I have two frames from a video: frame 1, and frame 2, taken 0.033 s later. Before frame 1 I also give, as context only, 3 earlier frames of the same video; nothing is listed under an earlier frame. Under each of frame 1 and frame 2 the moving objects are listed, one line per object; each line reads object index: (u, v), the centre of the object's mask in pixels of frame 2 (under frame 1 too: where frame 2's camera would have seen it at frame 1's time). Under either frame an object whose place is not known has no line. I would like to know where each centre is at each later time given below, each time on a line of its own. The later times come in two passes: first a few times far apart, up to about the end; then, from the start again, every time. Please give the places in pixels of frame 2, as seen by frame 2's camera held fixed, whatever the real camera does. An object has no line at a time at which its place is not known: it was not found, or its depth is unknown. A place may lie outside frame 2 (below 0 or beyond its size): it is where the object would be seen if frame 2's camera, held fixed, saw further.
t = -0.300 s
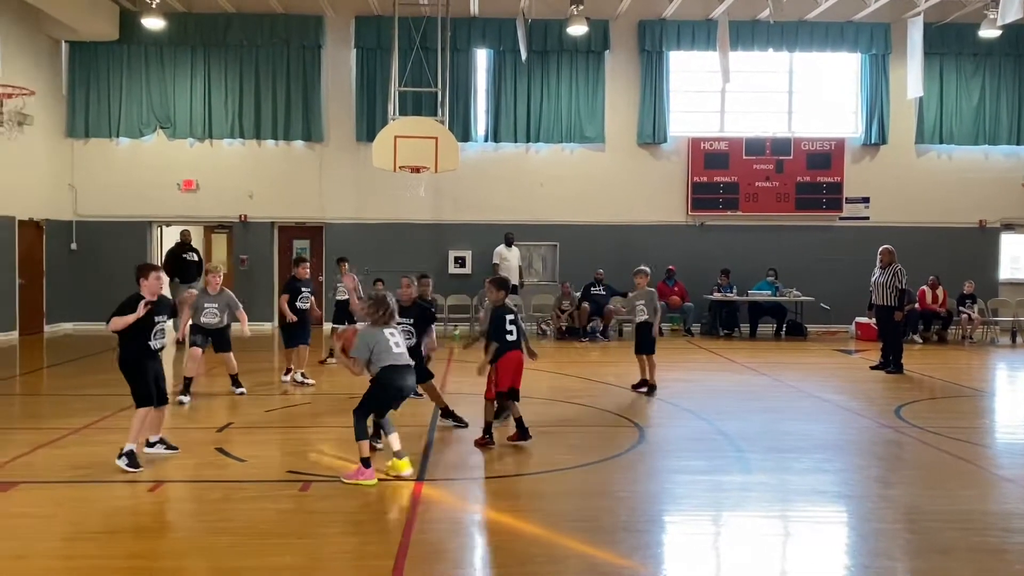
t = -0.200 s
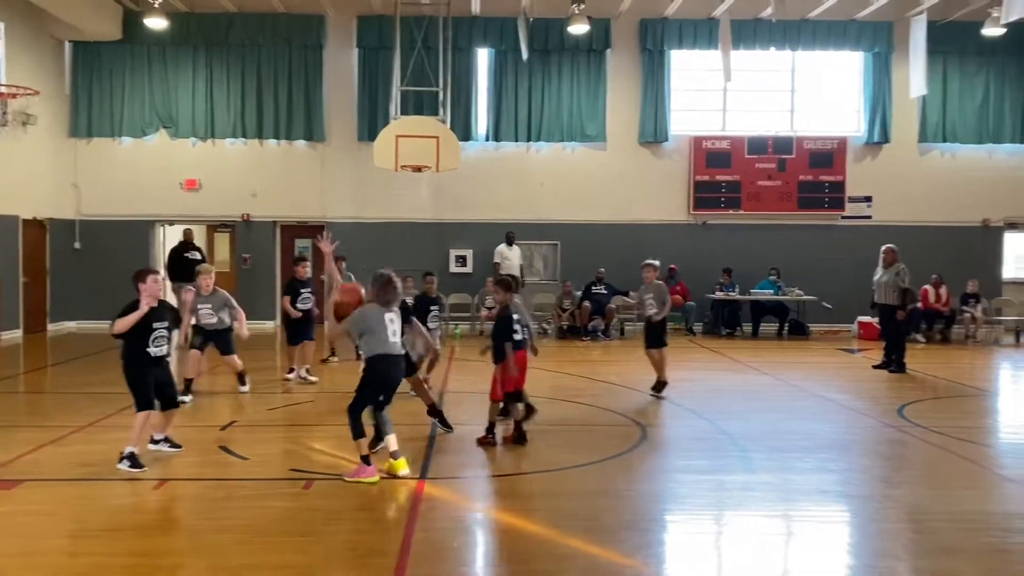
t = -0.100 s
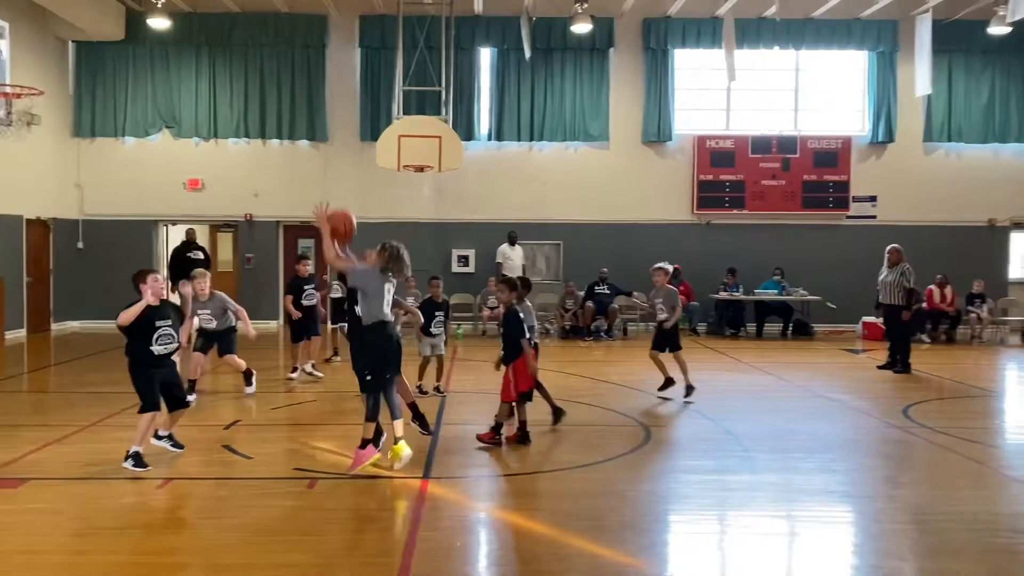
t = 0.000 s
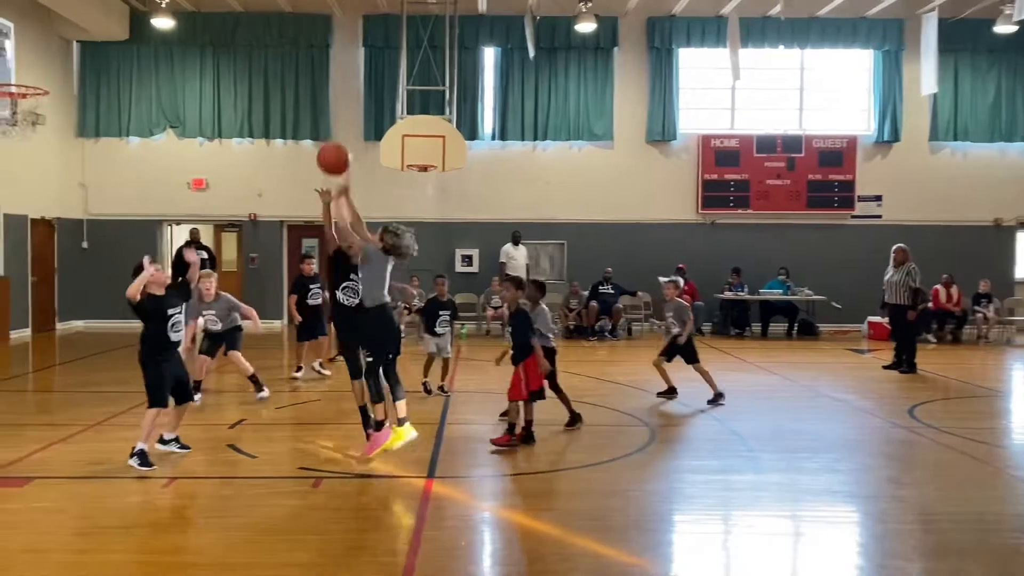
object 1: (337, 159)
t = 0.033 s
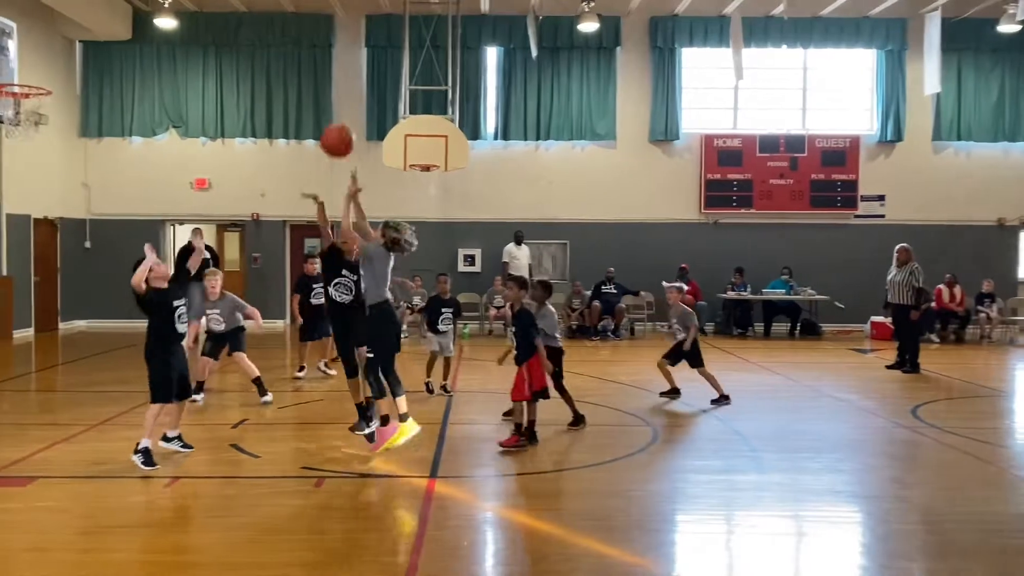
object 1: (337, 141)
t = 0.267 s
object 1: (342, 50)
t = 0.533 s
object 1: (351, 42)
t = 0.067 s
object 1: (338, 124)
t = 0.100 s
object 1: (338, 109)
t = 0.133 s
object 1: (338, 94)
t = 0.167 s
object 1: (338, 81)
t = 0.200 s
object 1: (340, 70)
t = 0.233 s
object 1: (341, 59)
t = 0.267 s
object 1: (342, 50)
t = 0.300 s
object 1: (343, 43)
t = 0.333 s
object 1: (344, 37)
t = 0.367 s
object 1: (345, 33)
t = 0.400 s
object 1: (346, 31)
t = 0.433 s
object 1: (347, 31)
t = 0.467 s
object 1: (348, 32)
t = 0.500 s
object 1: (350, 36)
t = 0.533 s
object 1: (351, 42)
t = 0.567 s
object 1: (353, 50)
